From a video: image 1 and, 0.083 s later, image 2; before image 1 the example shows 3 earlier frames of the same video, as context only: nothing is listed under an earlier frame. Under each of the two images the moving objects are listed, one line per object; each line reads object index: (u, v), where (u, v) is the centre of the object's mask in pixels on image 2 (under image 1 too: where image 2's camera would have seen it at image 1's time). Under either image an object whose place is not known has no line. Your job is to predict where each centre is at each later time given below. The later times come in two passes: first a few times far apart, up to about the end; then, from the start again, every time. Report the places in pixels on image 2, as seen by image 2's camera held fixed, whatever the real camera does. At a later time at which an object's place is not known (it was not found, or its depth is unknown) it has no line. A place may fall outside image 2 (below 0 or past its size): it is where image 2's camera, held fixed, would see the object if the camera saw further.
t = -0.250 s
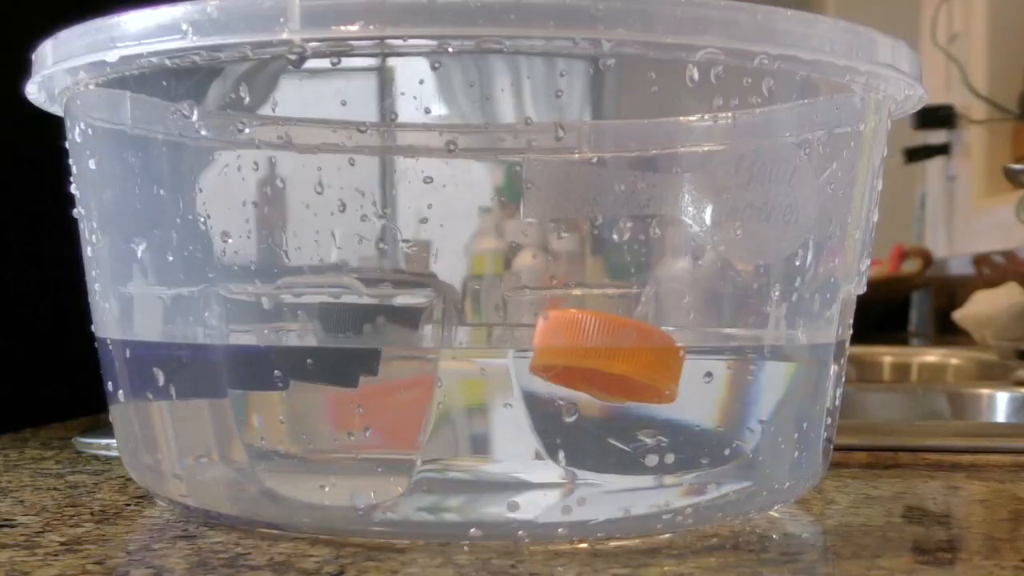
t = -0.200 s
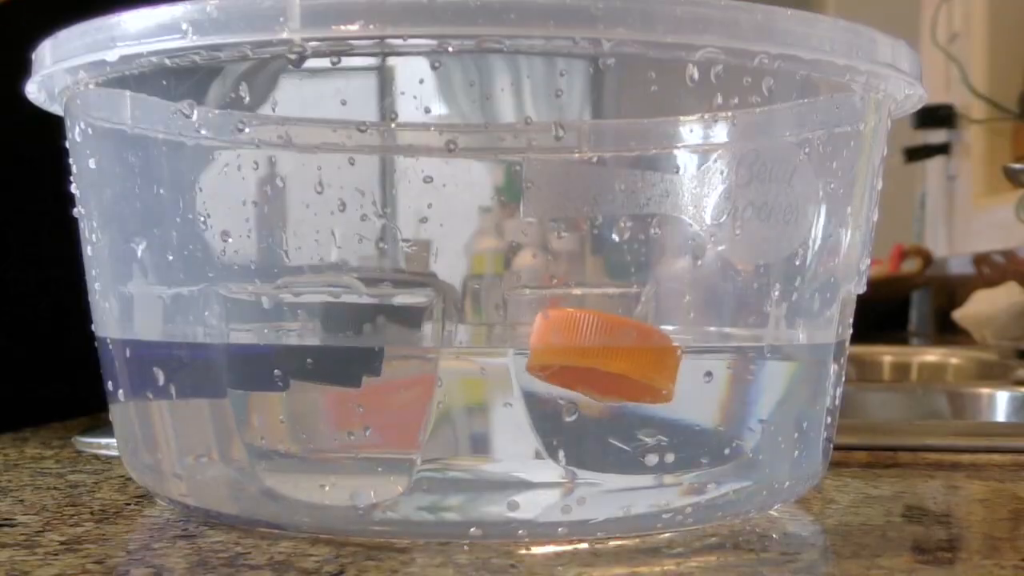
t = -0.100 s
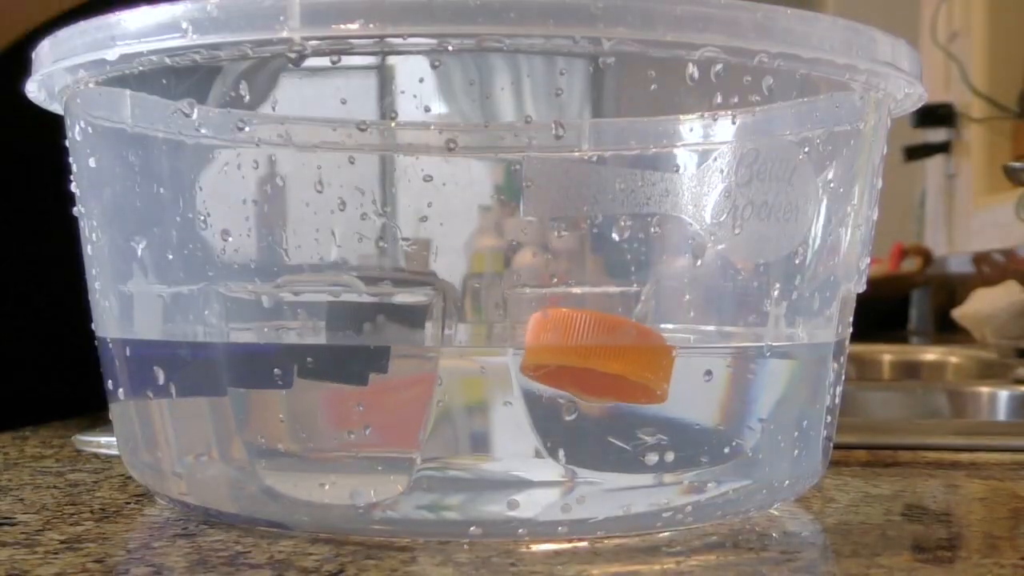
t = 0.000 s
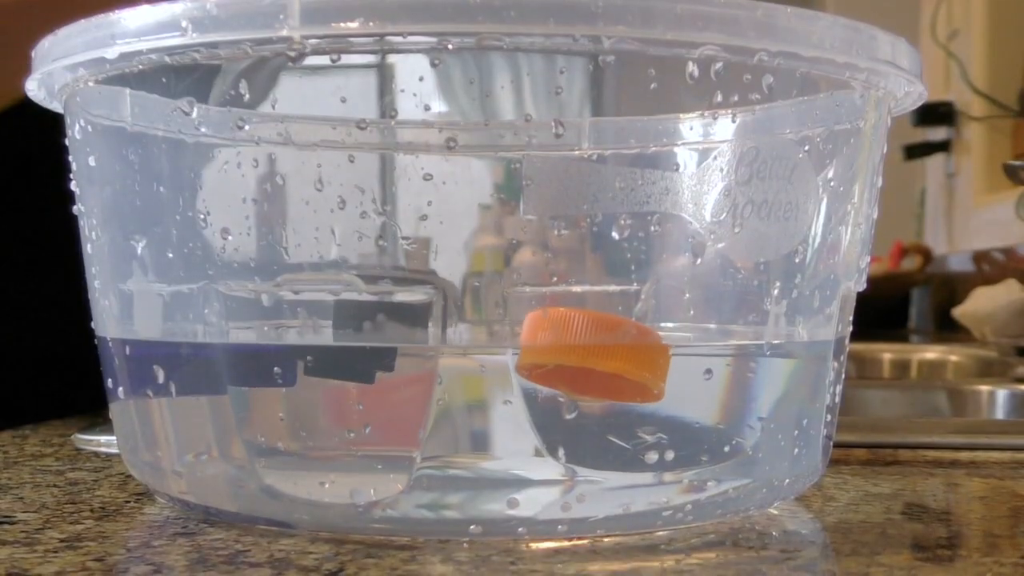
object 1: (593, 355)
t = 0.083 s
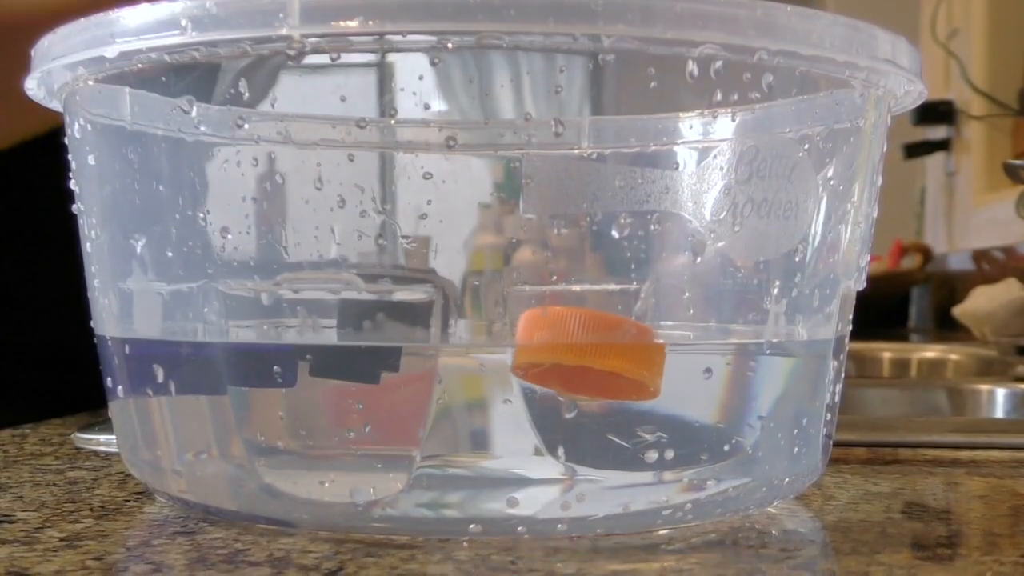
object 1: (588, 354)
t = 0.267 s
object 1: (576, 353)
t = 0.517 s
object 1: (561, 354)
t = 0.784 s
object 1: (543, 354)
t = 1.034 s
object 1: (526, 354)
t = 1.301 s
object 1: (507, 354)
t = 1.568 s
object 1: (487, 357)
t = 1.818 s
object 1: (471, 357)
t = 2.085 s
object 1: (452, 355)
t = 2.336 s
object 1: (440, 354)
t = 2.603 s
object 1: (422, 353)
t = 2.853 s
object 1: (407, 353)
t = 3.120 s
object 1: (388, 351)
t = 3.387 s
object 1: (372, 352)
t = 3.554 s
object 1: (359, 351)
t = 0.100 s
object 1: (587, 354)
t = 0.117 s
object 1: (586, 354)
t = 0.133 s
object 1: (585, 354)
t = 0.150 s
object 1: (584, 354)
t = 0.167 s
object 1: (582, 353)
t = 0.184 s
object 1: (581, 353)
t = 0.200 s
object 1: (580, 353)
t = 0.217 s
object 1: (579, 353)
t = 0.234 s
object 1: (578, 353)
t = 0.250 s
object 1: (577, 353)
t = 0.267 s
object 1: (576, 353)
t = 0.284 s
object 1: (574, 353)
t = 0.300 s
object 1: (573, 353)
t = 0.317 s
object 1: (572, 354)
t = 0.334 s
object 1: (571, 353)
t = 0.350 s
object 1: (570, 353)
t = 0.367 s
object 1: (569, 353)
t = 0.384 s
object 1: (568, 353)
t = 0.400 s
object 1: (567, 353)
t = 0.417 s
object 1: (566, 353)
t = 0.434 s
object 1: (565, 353)
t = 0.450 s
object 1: (565, 353)
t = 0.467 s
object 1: (564, 354)
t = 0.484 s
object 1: (563, 353)
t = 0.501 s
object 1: (562, 354)
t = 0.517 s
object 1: (561, 354)
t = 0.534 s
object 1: (560, 354)
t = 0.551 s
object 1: (559, 354)
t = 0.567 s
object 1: (558, 354)
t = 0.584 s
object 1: (557, 354)
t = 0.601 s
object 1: (556, 354)
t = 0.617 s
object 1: (555, 355)
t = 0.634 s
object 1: (554, 355)
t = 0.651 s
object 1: (553, 355)
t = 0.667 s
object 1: (551, 355)
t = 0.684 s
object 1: (550, 355)
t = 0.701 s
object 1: (549, 354)
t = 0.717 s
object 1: (548, 354)
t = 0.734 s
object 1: (546, 355)
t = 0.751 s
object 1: (545, 355)
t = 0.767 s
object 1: (545, 354)
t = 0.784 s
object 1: (543, 354)
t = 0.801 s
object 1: (542, 353)
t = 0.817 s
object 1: (541, 353)
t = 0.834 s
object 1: (540, 353)
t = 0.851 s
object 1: (538, 354)
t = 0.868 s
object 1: (537, 353)
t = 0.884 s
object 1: (536, 353)
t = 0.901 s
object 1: (534, 353)
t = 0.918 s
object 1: (533, 354)
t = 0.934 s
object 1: (532, 354)
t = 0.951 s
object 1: (531, 354)
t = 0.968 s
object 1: (530, 354)
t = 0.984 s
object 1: (529, 354)
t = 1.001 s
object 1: (528, 354)
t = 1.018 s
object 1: (527, 354)
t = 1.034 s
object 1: (526, 354)
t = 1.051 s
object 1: (525, 354)
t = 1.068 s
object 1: (525, 354)
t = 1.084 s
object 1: (524, 354)
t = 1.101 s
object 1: (523, 354)
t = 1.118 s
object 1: (521, 355)
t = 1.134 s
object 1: (520, 355)
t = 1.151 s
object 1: (520, 355)
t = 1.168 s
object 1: (519, 355)
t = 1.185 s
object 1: (516, 355)
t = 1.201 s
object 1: (515, 355)
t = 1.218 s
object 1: (514, 355)
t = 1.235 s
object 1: (512, 355)
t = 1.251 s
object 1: (511, 355)
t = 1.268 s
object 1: (510, 355)
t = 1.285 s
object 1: (508, 355)
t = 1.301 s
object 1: (507, 354)
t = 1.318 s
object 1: (506, 354)
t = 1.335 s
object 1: (505, 354)
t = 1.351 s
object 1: (503, 354)
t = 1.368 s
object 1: (502, 354)
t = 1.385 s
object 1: (501, 354)
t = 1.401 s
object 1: (499, 353)
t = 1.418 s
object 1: (498, 354)
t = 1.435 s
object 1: (497, 354)
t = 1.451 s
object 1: (496, 354)
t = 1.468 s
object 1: (495, 354)
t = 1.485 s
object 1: (494, 354)
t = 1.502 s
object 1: (493, 354)
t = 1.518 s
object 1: (490, 356)
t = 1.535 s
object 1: (489, 357)
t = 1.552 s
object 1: (488, 357)
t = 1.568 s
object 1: (487, 357)
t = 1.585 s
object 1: (486, 357)
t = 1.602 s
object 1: (485, 357)
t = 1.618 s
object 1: (484, 357)
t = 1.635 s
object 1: (482, 357)
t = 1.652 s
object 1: (482, 357)
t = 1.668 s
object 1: (481, 357)
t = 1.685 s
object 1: (479, 357)
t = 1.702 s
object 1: (478, 357)
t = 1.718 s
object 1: (477, 357)
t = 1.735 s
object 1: (476, 357)
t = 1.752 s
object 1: (475, 357)
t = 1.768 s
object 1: (474, 357)
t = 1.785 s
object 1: (473, 357)
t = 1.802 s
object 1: (472, 357)
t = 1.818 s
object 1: (471, 357)
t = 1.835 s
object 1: (470, 357)
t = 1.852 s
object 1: (469, 357)
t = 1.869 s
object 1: (468, 357)
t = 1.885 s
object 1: (466, 356)
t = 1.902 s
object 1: (465, 356)
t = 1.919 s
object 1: (464, 356)
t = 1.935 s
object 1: (463, 356)
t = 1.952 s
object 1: (462, 356)
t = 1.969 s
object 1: (460, 356)
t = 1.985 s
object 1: (459, 356)
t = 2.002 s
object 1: (458, 355)
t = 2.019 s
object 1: (457, 355)
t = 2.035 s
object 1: (455, 355)
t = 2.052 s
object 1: (454, 355)
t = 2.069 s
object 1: (453, 355)
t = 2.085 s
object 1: (452, 355)
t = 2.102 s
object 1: (451, 355)
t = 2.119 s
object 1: (450, 355)
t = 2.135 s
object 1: (450, 355)
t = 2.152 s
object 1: (449, 355)
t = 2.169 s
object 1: (448, 355)
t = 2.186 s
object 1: (447, 355)
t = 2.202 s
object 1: (446, 356)
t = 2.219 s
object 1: (445, 356)
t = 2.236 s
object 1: (444, 356)
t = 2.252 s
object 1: (443, 356)
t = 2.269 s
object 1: (442, 357)
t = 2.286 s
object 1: (441, 357)
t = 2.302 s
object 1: (440, 357)
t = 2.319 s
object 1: (441, 355)
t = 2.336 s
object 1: (440, 354)
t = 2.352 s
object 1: (437, 356)
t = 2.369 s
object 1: (436, 356)
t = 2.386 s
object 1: (435, 355)
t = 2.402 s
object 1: (434, 355)
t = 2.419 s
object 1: (433, 355)
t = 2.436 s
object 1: (432, 355)
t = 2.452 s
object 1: (431, 354)
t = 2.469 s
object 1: (430, 354)
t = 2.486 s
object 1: (428, 354)
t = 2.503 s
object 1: (427, 354)
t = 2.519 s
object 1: (427, 353)
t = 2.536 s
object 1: (425, 354)
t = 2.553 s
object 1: (424, 354)
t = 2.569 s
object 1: (424, 353)
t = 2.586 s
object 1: (423, 353)
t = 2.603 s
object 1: (422, 353)
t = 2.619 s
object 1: (421, 353)
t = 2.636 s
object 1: (420, 353)
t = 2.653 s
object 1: (419, 353)
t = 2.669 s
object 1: (418, 353)
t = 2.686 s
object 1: (417, 353)
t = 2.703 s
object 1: (416, 353)
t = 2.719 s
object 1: (415, 353)
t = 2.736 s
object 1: (414, 353)
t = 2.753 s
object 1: (413, 353)
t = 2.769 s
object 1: (412, 353)
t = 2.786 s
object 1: (411, 353)
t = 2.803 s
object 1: (410, 353)
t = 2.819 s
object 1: (409, 353)
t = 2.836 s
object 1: (408, 353)
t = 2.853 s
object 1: (407, 353)
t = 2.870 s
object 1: (406, 353)
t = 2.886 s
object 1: (405, 353)
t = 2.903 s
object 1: (404, 353)
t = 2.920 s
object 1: (403, 353)
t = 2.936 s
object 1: (401, 353)
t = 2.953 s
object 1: (400, 353)
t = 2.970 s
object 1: (399, 353)
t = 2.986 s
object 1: (398, 353)
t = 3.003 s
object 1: (397, 352)
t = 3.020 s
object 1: (395, 352)
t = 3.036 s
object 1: (394, 352)
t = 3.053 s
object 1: (393, 352)
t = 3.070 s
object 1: (392, 352)
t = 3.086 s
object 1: (391, 352)
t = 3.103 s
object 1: (390, 352)
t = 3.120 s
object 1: (388, 351)
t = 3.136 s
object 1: (388, 351)
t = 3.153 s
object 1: (387, 351)
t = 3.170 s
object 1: (386, 351)
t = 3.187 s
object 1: (385, 351)
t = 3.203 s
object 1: (383, 351)
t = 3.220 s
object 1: (382, 351)
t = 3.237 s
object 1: (381, 351)
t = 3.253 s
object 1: (380, 352)
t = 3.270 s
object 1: (379, 351)
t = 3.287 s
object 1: (378, 351)
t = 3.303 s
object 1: (377, 352)
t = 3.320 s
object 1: (376, 352)
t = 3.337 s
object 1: (374, 352)
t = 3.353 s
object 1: (374, 352)
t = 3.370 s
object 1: (373, 352)
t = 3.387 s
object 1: (372, 352)
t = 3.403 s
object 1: (371, 352)
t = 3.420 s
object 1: (370, 352)
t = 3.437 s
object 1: (369, 352)
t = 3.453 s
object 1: (368, 352)
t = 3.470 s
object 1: (368, 352)
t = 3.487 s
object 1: (364, 352)
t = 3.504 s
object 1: (363, 352)
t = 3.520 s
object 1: (362, 352)
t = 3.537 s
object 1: (361, 351)
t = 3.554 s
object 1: (359, 351)
